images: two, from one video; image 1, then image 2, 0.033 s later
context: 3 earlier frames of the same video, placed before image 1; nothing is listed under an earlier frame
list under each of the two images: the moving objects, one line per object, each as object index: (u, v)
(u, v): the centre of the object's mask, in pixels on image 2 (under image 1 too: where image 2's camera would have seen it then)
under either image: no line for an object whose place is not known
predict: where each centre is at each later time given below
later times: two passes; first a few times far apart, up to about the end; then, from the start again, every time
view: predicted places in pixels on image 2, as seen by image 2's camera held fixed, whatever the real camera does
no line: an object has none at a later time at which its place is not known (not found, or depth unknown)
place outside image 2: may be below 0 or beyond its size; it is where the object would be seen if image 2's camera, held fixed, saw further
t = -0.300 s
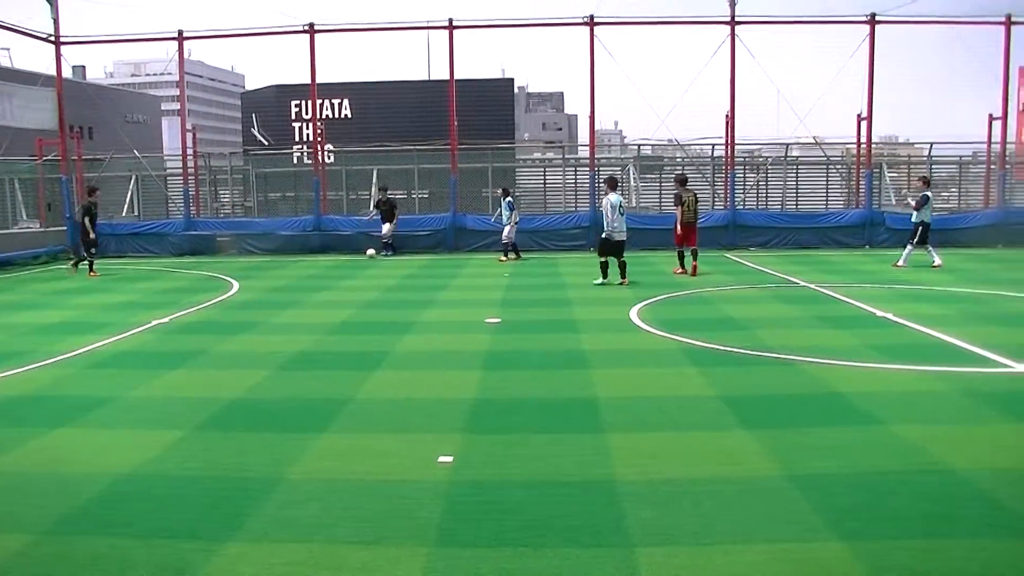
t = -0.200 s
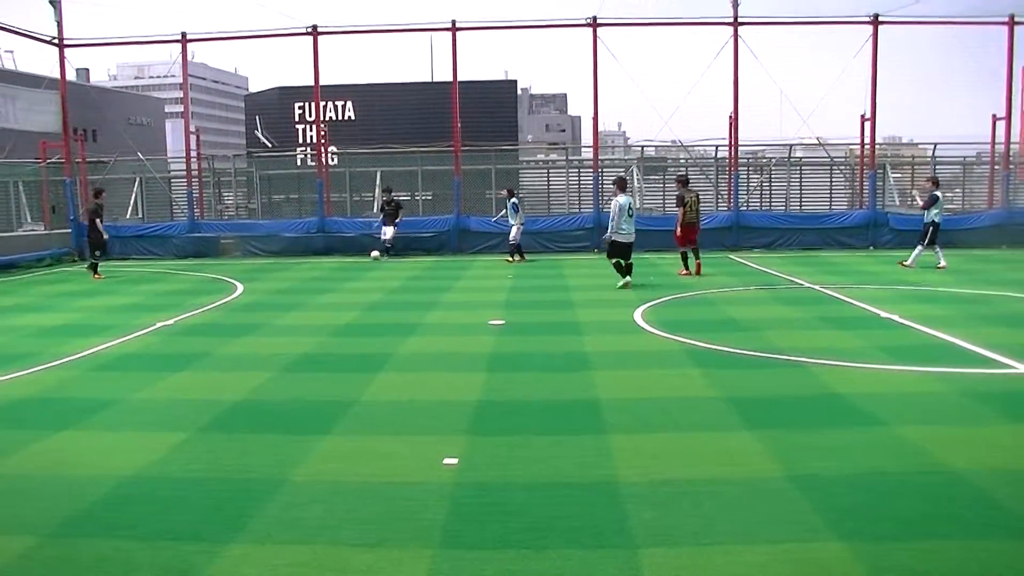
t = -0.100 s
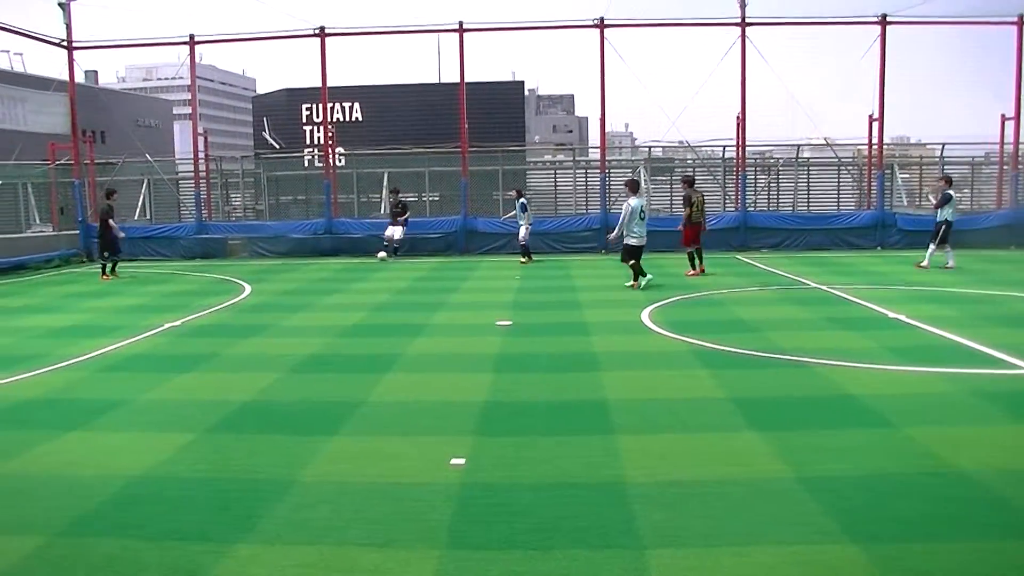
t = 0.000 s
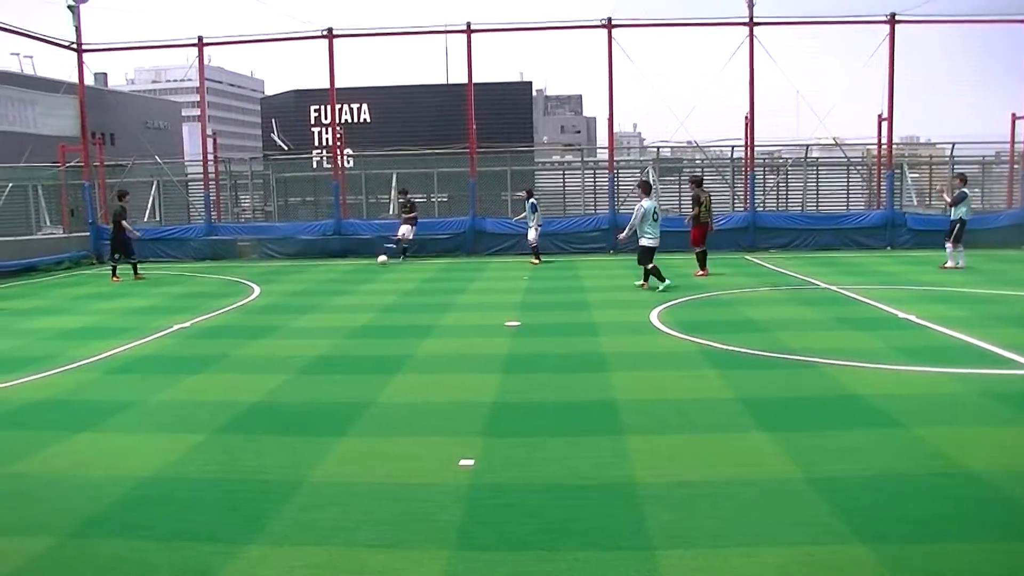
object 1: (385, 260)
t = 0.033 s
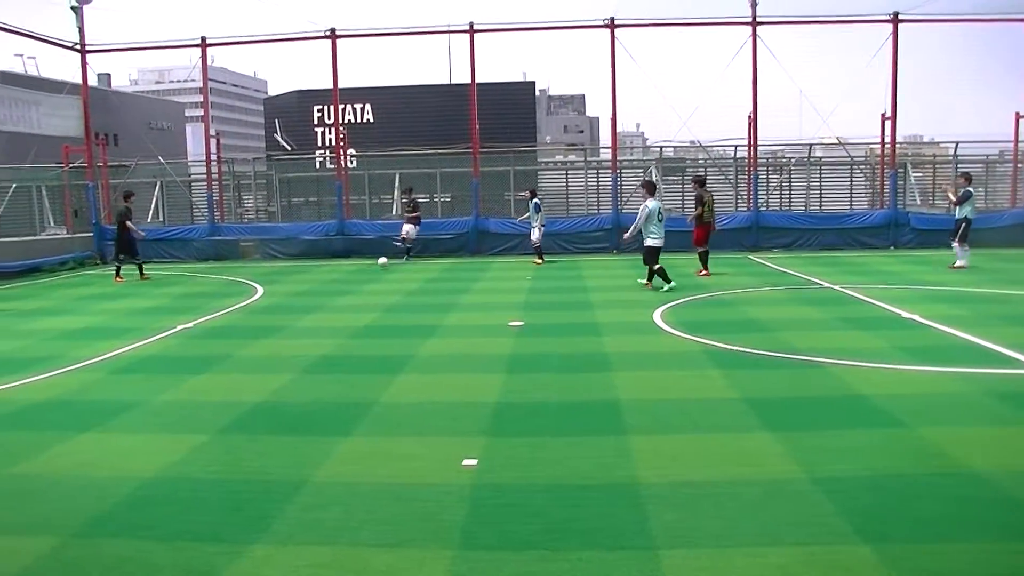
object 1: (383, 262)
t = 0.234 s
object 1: (364, 275)
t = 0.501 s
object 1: (340, 293)
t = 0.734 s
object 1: (316, 314)
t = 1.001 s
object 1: (278, 344)
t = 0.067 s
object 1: (379, 265)
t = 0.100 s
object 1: (376, 269)
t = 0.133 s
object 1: (373, 270)
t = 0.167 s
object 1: (371, 270)
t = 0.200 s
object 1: (367, 272)
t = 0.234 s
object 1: (364, 275)
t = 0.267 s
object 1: (362, 278)
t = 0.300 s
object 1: (359, 280)
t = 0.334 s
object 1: (356, 281)
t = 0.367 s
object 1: (353, 282)
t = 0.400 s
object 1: (349, 285)
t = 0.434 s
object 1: (346, 288)
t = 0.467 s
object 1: (343, 291)
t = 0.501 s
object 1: (340, 293)
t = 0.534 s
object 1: (337, 296)
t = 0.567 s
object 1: (334, 299)
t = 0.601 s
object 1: (330, 302)
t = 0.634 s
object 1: (327, 304)
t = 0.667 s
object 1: (323, 308)
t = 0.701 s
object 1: (320, 311)
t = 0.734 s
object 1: (316, 314)
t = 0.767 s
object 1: (312, 317)
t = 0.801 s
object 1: (308, 321)
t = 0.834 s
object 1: (304, 324)
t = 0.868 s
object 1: (299, 327)
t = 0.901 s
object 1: (294, 331)
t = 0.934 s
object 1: (289, 335)
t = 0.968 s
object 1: (283, 339)
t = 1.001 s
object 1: (278, 344)
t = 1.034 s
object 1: (272, 348)
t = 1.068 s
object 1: (266, 352)
